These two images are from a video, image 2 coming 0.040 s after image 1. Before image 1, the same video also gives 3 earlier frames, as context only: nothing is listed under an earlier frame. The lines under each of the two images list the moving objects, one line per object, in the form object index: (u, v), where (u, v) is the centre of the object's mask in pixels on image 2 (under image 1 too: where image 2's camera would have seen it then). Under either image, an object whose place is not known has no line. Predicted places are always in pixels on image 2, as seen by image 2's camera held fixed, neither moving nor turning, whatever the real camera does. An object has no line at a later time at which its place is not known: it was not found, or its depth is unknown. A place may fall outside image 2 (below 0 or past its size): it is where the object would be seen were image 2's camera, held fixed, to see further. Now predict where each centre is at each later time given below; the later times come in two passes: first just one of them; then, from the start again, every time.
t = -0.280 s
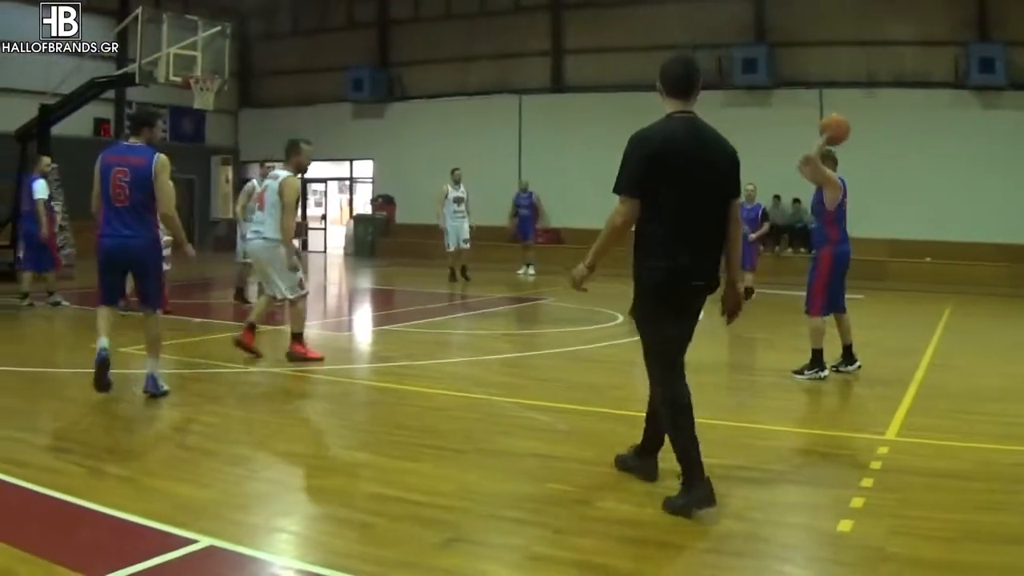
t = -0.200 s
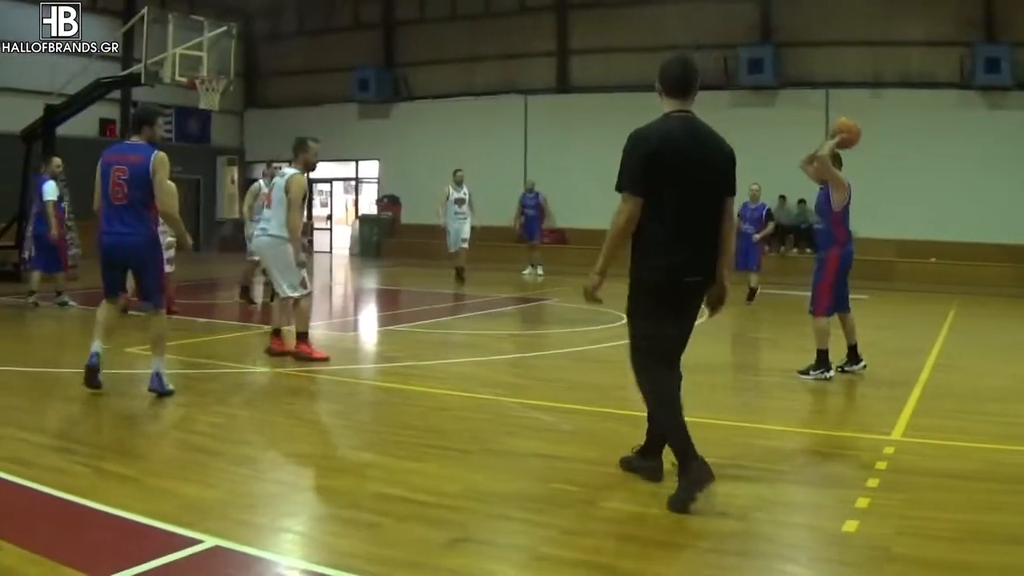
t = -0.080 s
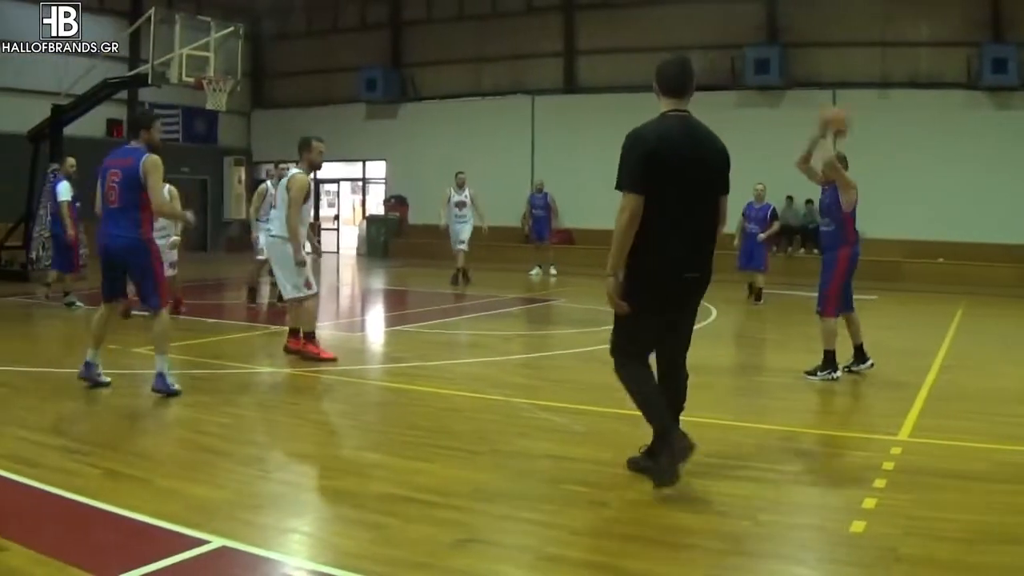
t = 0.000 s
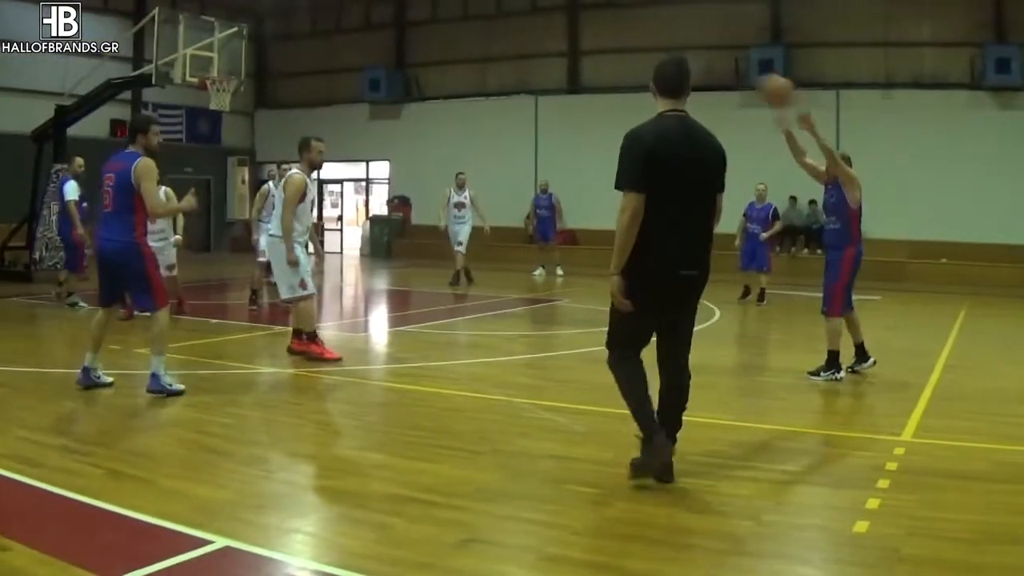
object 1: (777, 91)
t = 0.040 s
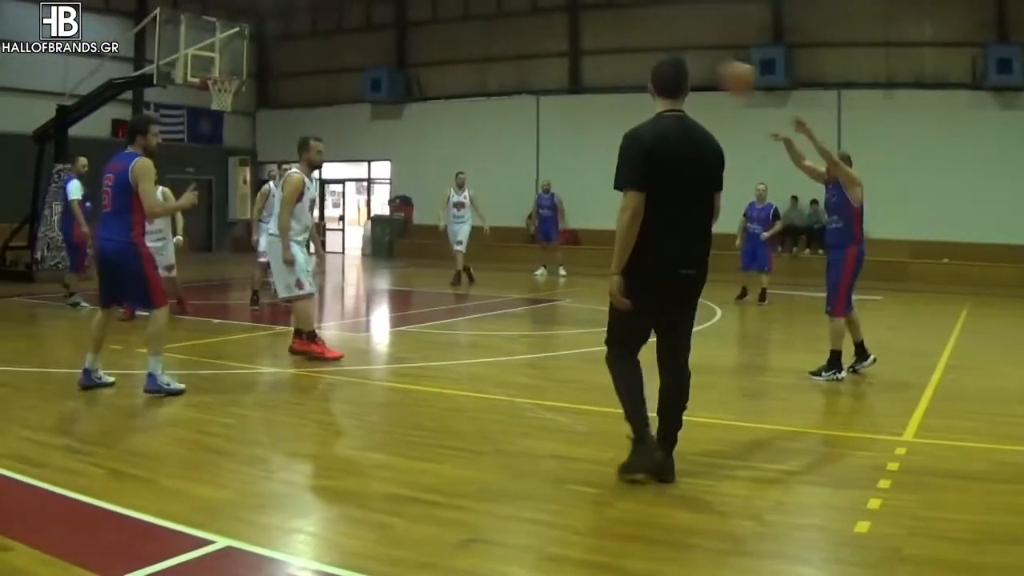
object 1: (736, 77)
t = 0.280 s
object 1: (466, 45)
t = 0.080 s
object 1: (698, 65)
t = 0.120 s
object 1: (651, 51)
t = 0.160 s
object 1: (607, 48)
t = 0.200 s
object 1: (562, 46)
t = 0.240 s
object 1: (514, 43)
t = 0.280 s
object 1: (466, 45)
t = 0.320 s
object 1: (417, 49)
